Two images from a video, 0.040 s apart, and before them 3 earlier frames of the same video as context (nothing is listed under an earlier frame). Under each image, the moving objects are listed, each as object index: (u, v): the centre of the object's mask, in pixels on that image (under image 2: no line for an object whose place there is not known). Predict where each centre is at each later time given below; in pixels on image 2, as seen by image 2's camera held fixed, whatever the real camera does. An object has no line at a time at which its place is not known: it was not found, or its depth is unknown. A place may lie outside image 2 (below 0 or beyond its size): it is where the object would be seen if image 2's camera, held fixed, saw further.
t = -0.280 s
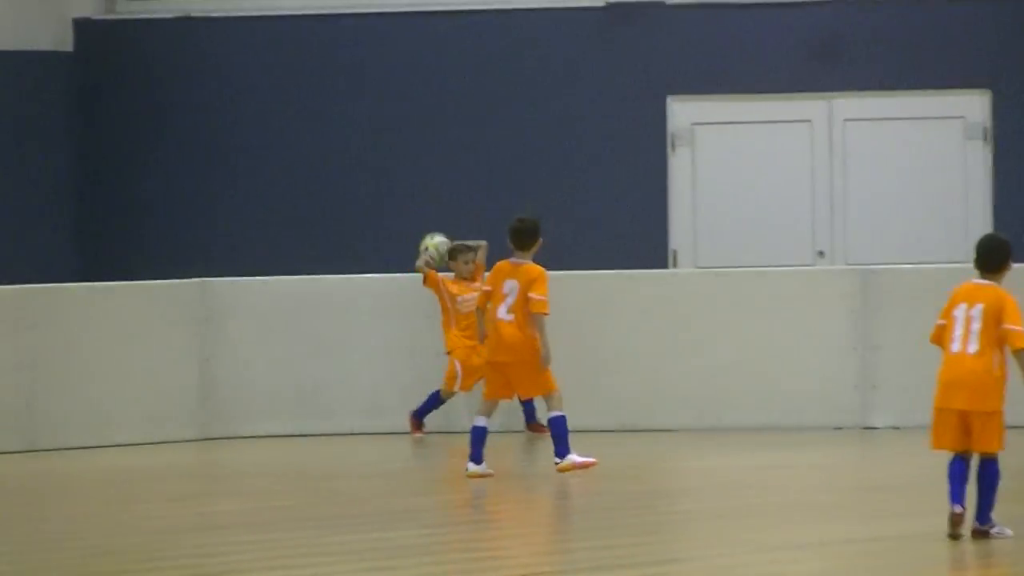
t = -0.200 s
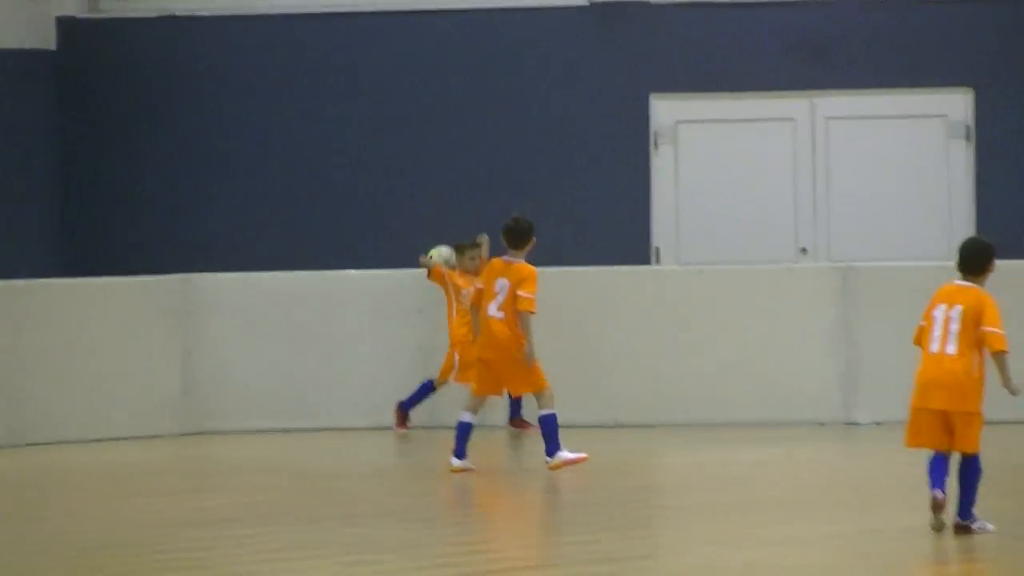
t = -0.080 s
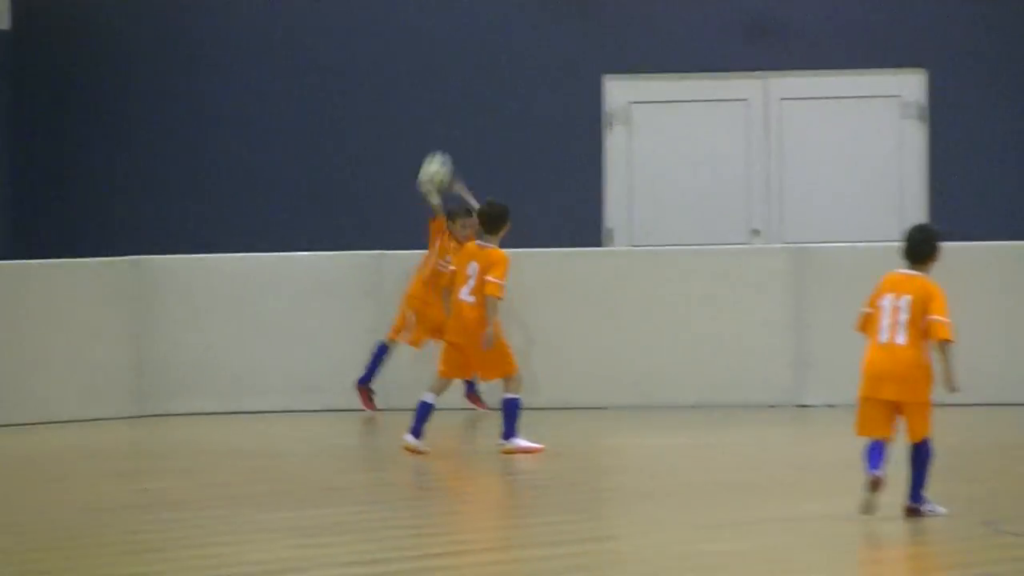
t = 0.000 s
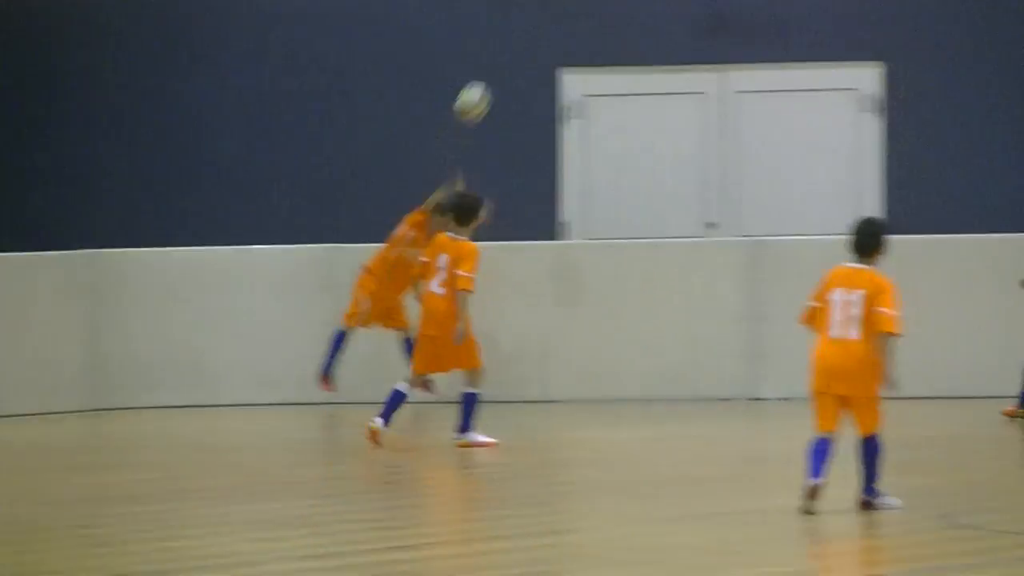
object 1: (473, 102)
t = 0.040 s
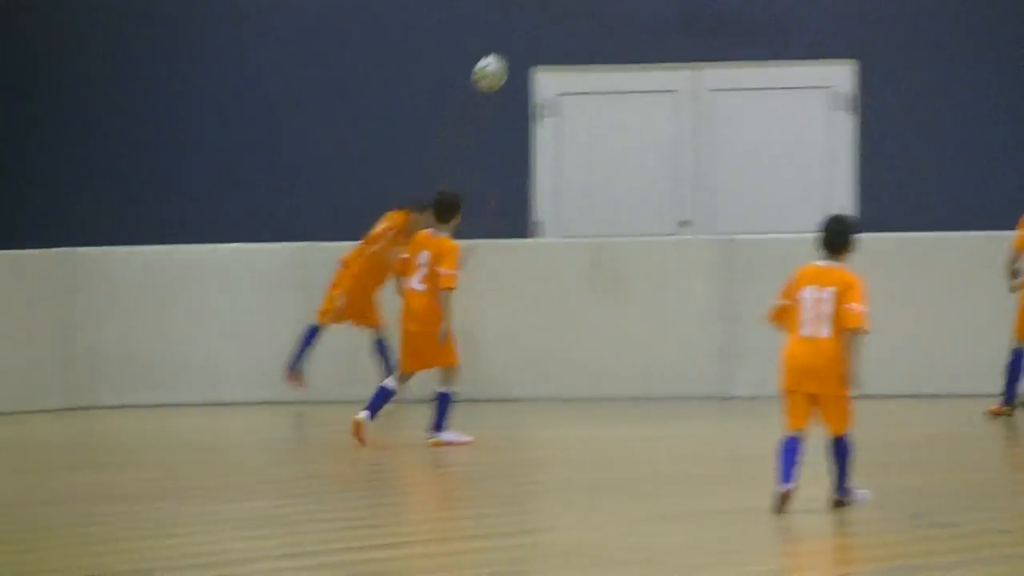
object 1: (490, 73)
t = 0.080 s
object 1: (532, 46)
